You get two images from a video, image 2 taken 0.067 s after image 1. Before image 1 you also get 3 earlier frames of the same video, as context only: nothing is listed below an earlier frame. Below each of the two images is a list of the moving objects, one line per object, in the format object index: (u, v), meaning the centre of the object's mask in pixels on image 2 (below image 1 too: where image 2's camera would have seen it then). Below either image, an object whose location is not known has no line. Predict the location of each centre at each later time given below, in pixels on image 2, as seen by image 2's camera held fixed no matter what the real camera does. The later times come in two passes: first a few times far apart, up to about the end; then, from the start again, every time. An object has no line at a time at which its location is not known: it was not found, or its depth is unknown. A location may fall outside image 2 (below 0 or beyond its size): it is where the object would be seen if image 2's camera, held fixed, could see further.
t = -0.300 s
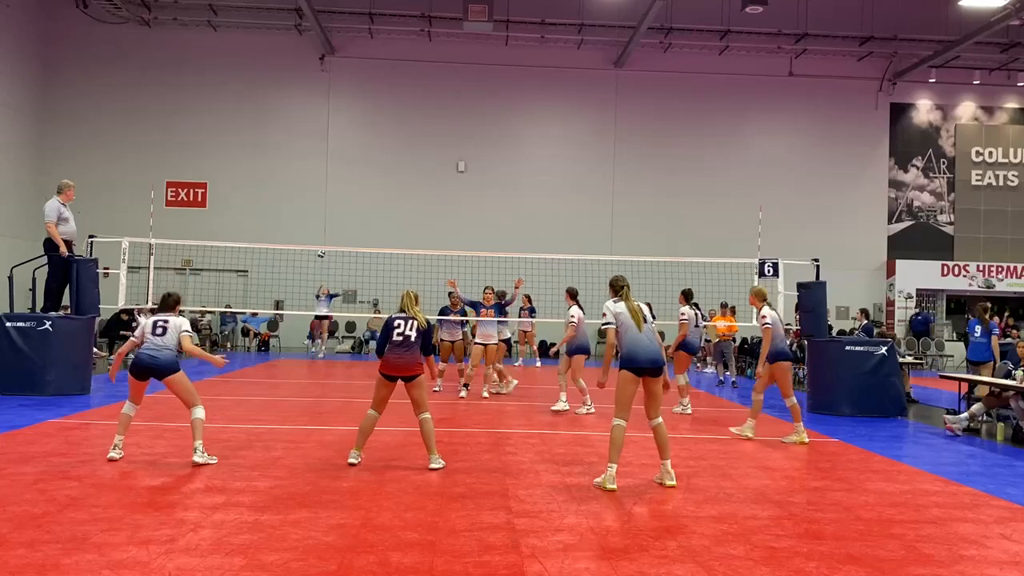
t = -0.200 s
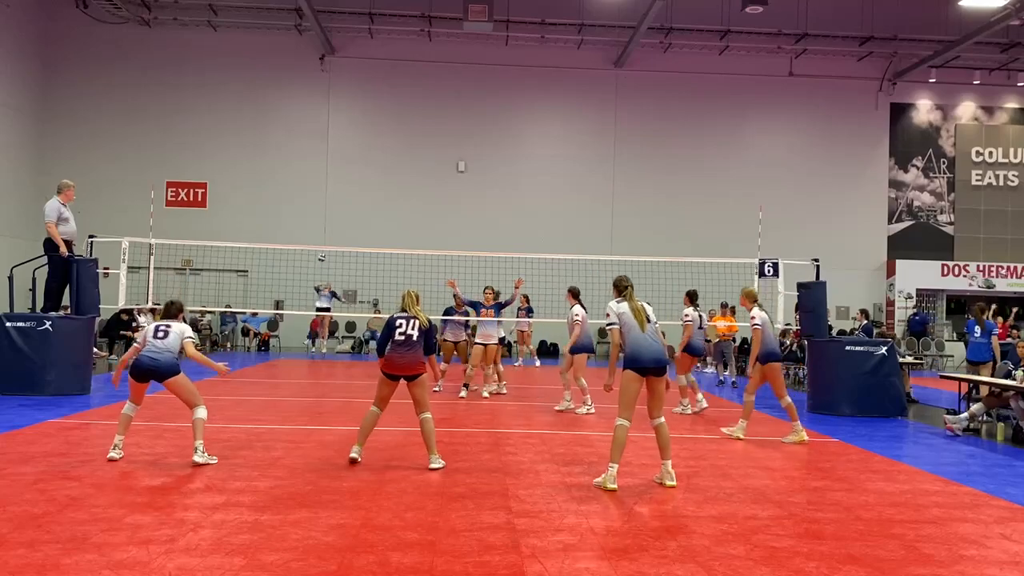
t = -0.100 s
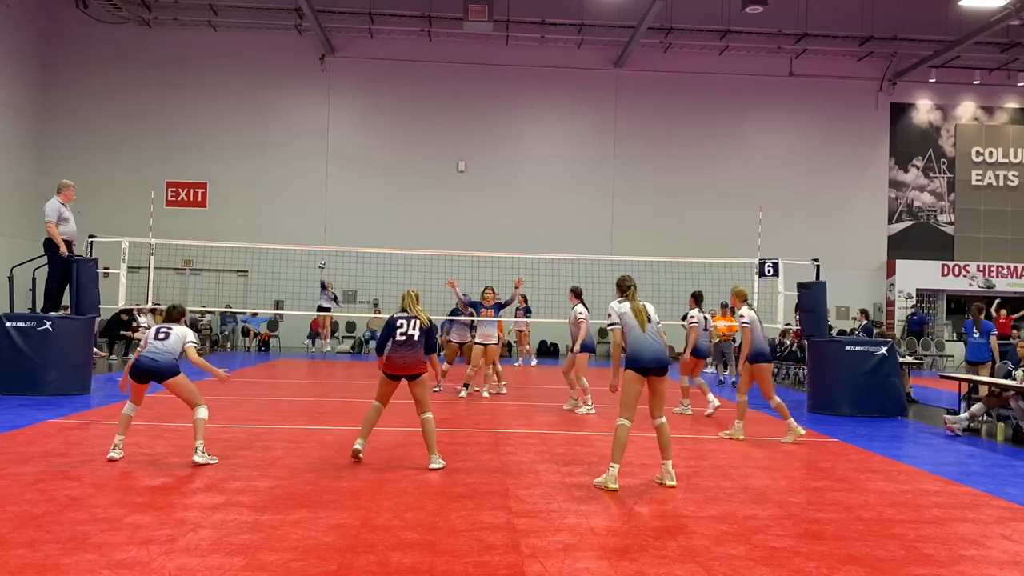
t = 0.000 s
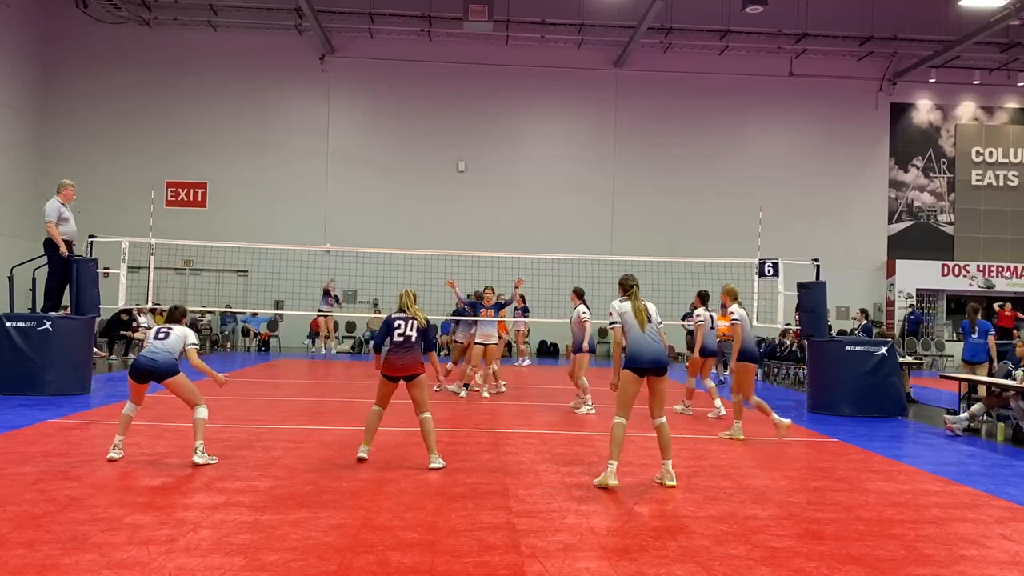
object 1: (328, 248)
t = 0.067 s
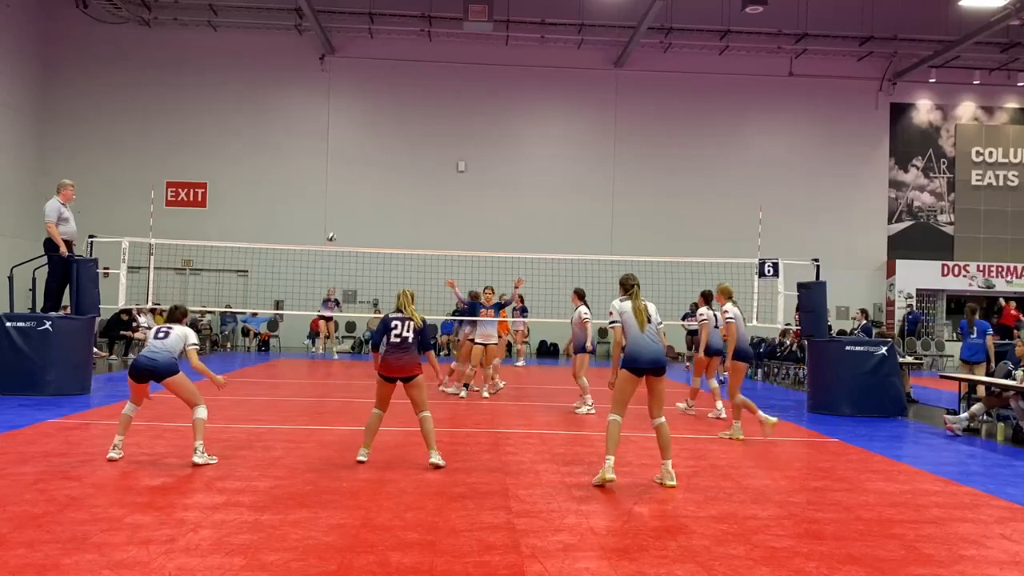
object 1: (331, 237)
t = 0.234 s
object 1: (339, 212)
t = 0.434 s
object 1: (348, 189)
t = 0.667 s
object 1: (353, 186)
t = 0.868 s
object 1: (356, 217)
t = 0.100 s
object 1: (333, 232)
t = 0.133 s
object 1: (335, 226)
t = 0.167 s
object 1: (337, 221)
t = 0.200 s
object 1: (338, 216)
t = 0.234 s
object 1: (339, 212)
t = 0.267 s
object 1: (341, 208)
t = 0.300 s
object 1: (343, 203)
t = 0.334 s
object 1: (344, 199)
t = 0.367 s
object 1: (345, 195)
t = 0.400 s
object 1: (346, 192)
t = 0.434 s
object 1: (348, 189)
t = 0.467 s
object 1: (349, 186)
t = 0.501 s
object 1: (350, 184)
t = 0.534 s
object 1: (350, 183)
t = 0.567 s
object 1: (351, 183)
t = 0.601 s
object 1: (352, 183)
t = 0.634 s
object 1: (353, 184)
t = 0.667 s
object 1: (353, 186)
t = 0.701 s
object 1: (353, 189)
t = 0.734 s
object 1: (354, 192)
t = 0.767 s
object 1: (354, 197)
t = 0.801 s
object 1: (355, 203)
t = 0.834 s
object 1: (355, 209)
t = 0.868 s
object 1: (356, 217)
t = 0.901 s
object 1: (356, 226)
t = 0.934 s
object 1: (357, 236)
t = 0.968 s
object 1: (358, 248)
